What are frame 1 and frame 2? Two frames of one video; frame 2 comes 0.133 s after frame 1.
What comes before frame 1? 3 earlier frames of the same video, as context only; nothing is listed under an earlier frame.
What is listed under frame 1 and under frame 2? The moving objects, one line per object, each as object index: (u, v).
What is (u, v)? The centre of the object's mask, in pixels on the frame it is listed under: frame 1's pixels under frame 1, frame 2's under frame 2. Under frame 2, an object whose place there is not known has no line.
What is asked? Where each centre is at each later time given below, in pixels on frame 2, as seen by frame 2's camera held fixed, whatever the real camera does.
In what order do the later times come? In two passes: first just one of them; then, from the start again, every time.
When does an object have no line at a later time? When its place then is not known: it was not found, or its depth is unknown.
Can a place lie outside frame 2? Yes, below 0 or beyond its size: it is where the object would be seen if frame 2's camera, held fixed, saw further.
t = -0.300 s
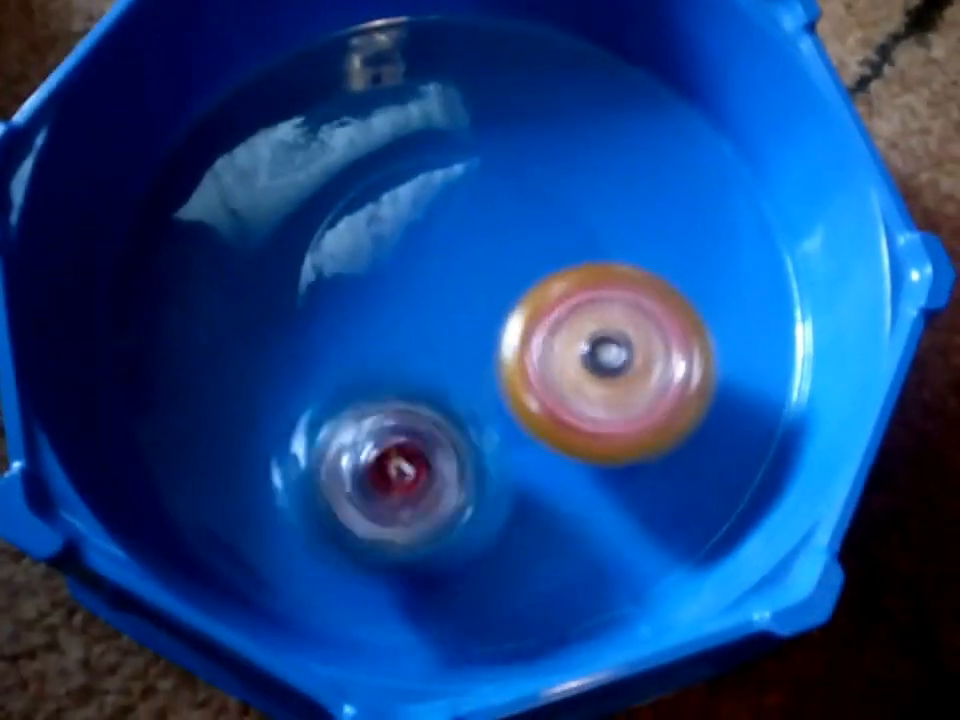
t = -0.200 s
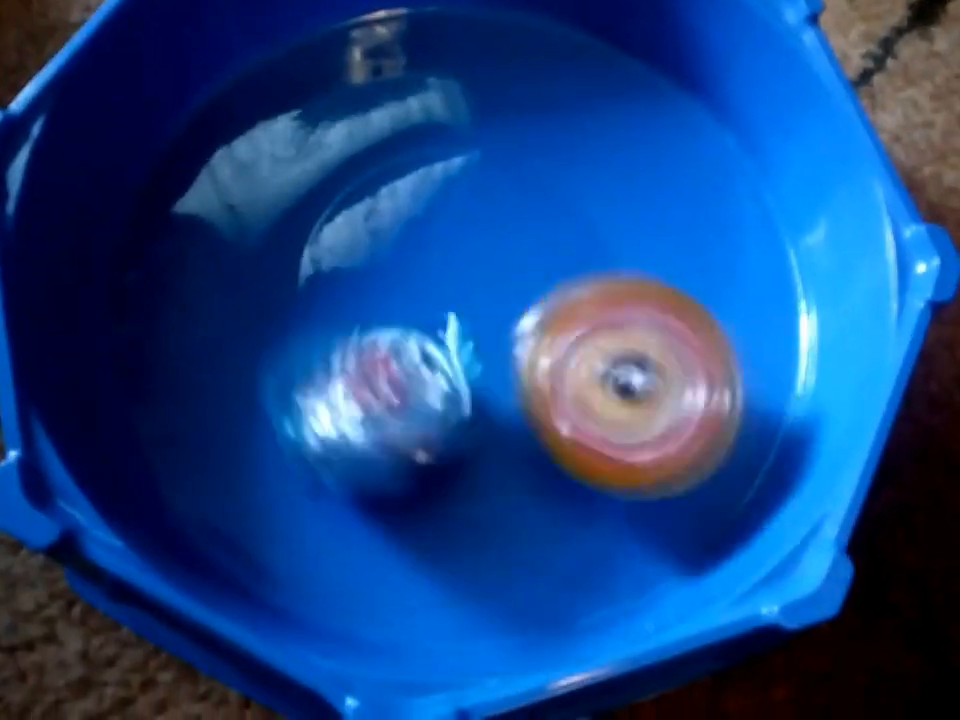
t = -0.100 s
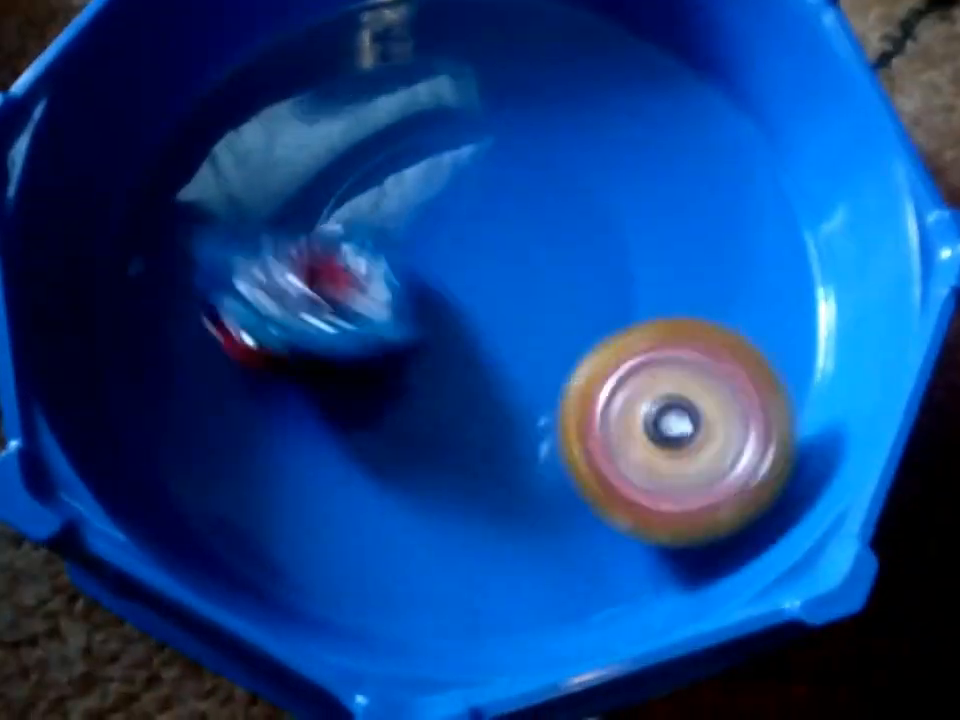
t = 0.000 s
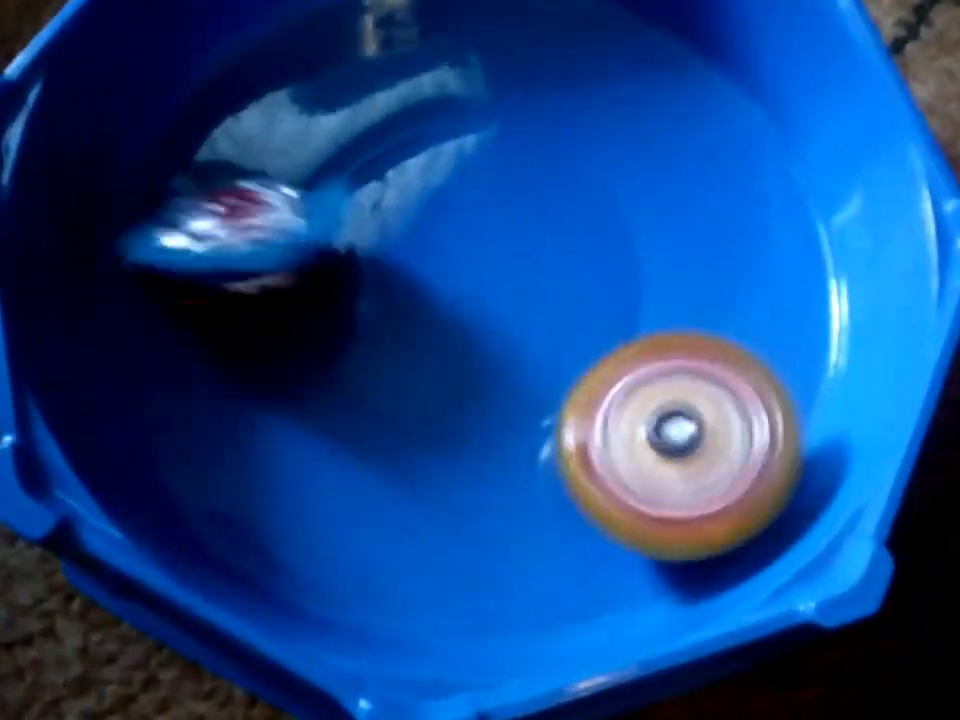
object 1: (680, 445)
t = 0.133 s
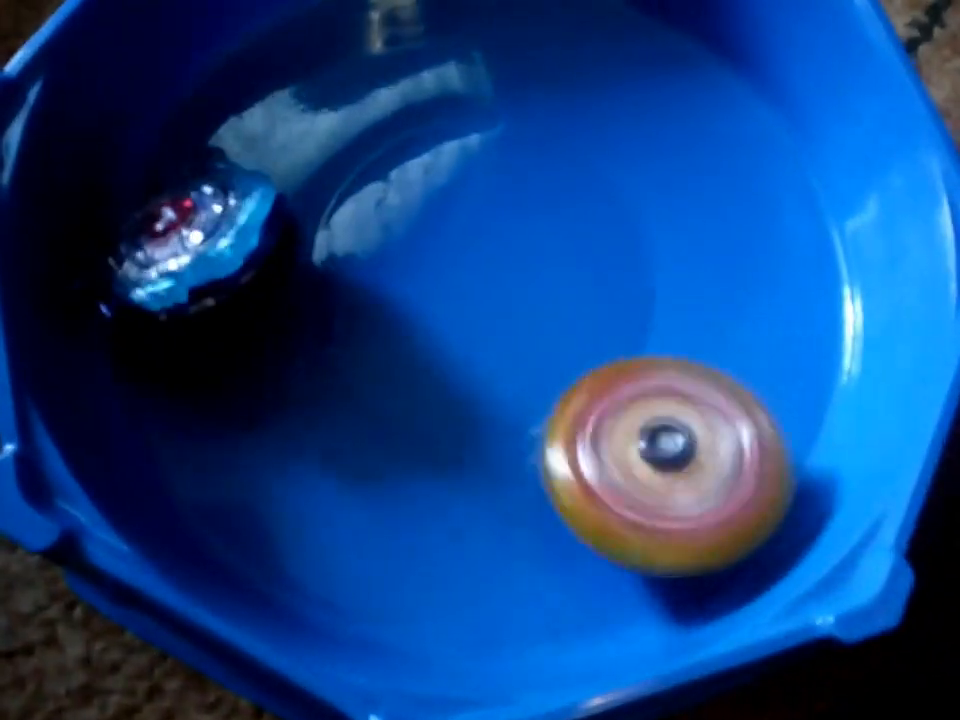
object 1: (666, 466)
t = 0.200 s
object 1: (637, 469)
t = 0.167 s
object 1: (651, 469)
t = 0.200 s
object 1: (637, 469)
